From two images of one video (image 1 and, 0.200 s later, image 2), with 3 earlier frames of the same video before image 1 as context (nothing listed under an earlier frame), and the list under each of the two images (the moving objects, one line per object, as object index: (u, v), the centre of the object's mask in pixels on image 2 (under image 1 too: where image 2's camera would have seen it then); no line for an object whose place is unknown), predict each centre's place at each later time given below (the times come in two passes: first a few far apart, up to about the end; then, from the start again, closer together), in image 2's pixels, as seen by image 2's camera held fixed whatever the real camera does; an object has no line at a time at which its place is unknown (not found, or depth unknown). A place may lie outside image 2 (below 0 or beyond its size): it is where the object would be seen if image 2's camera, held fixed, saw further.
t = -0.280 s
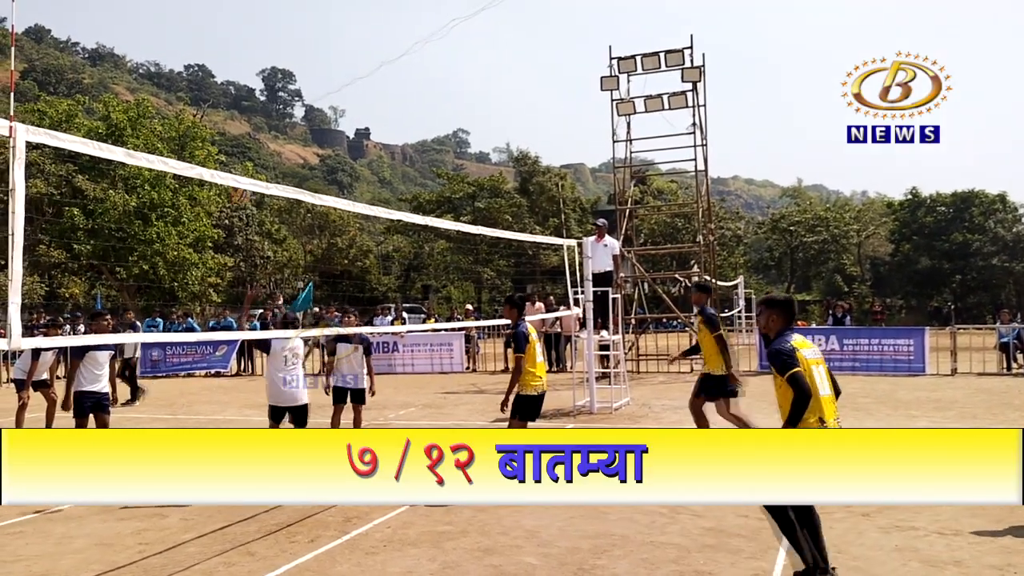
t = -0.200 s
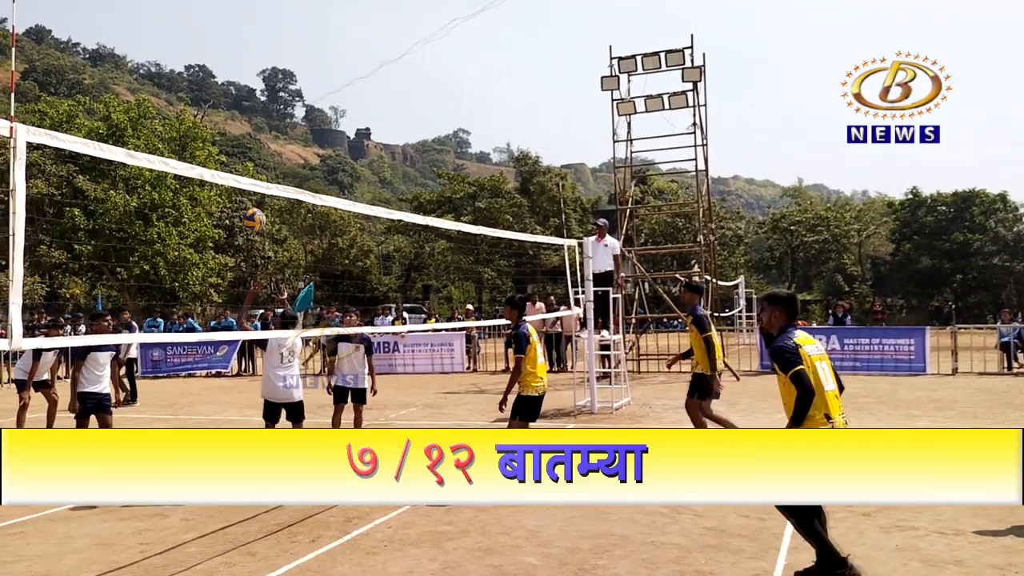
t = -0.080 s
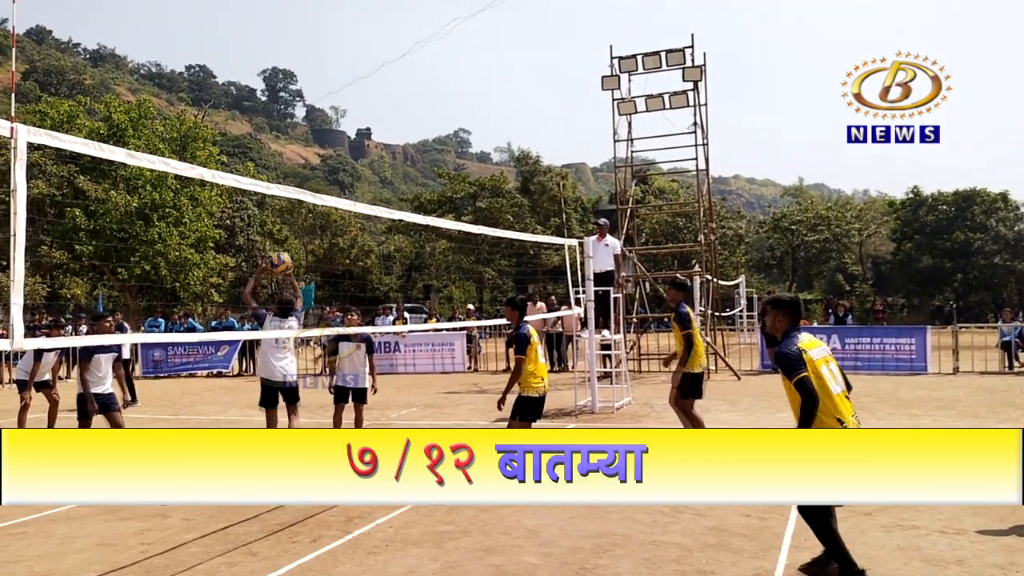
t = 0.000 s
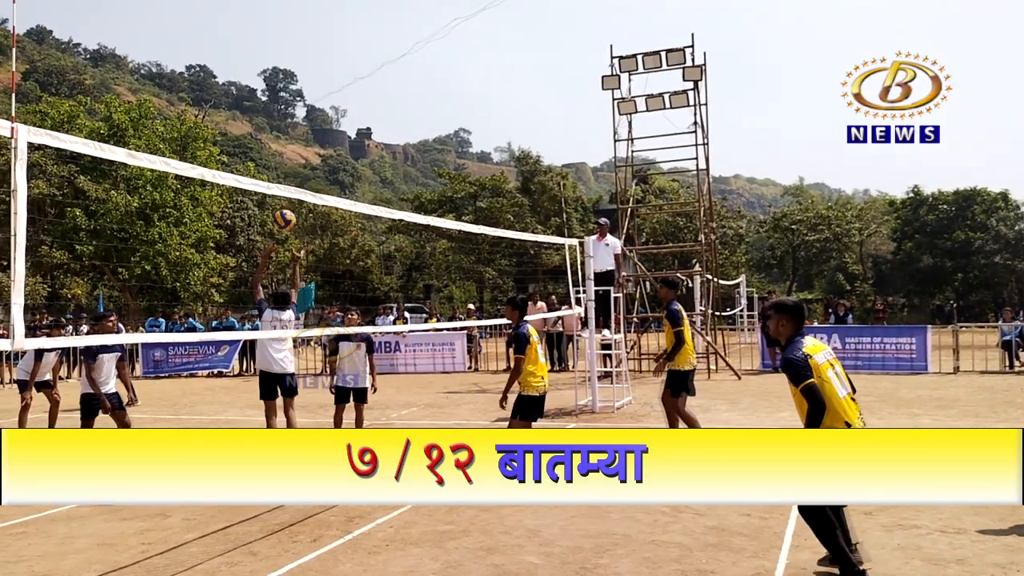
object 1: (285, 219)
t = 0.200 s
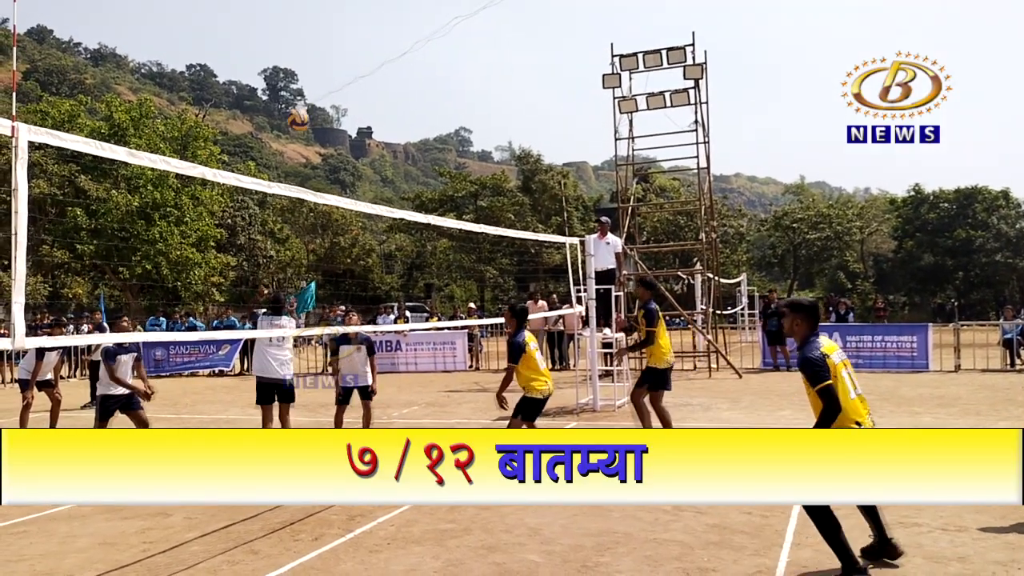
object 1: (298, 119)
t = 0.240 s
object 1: (301, 104)
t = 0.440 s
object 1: (315, 58)
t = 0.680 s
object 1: (332, 53)
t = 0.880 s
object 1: (347, 90)
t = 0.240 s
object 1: (301, 104)
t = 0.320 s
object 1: (307, 79)
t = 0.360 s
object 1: (309, 72)
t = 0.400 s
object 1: (312, 64)
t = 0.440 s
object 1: (315, 58)
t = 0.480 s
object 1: (318, 54)
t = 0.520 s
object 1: (321, 51)
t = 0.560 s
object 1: (324, 49)
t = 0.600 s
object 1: (326, 49)
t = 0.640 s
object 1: (329, 50)
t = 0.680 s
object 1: (332, 53)
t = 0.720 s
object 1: (335, 58)
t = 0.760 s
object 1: (338, 64)
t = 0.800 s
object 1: (341, 71)
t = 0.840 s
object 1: (344, 78)
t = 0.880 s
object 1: (347, 90)
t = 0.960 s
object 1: (354, 115)
